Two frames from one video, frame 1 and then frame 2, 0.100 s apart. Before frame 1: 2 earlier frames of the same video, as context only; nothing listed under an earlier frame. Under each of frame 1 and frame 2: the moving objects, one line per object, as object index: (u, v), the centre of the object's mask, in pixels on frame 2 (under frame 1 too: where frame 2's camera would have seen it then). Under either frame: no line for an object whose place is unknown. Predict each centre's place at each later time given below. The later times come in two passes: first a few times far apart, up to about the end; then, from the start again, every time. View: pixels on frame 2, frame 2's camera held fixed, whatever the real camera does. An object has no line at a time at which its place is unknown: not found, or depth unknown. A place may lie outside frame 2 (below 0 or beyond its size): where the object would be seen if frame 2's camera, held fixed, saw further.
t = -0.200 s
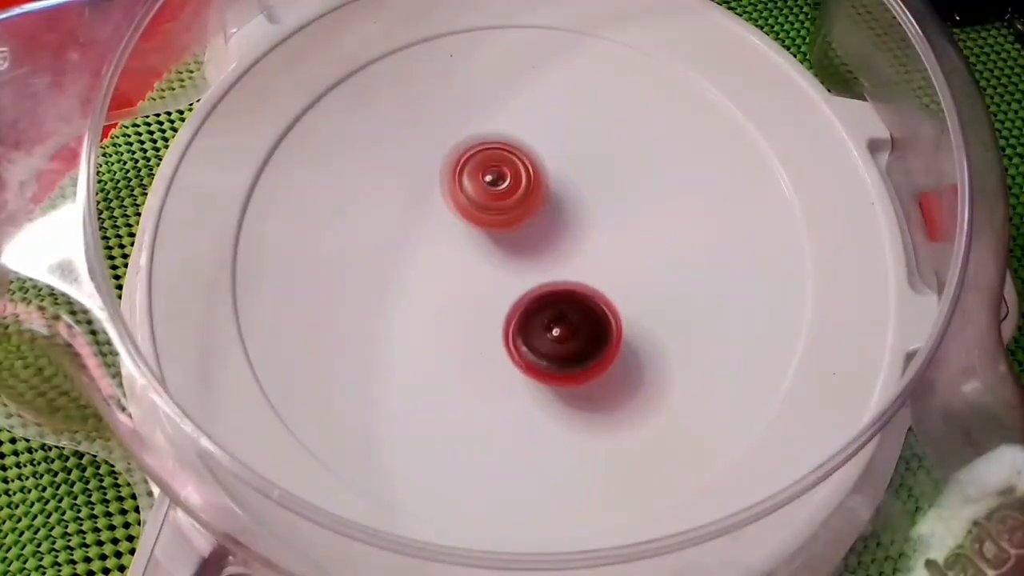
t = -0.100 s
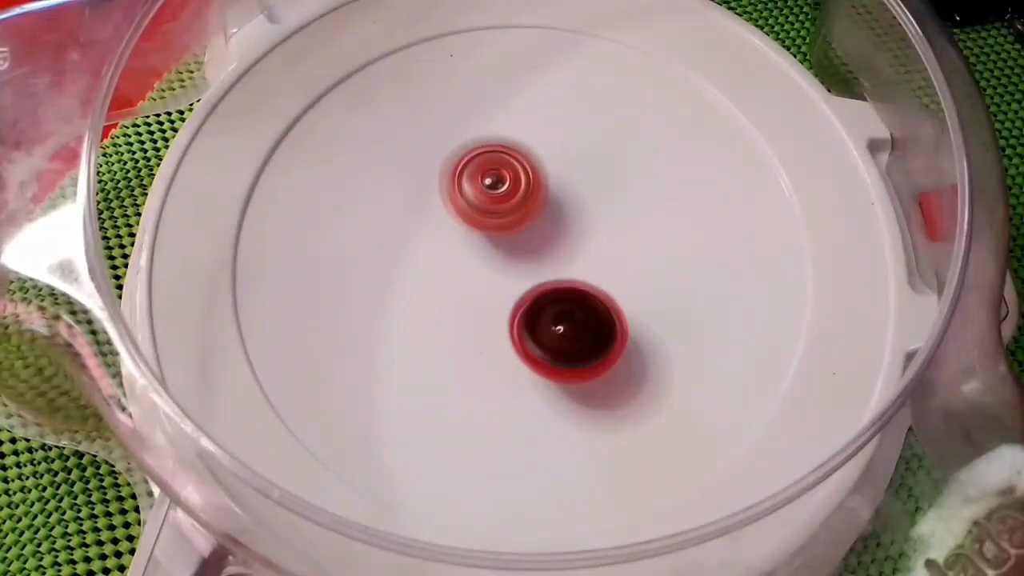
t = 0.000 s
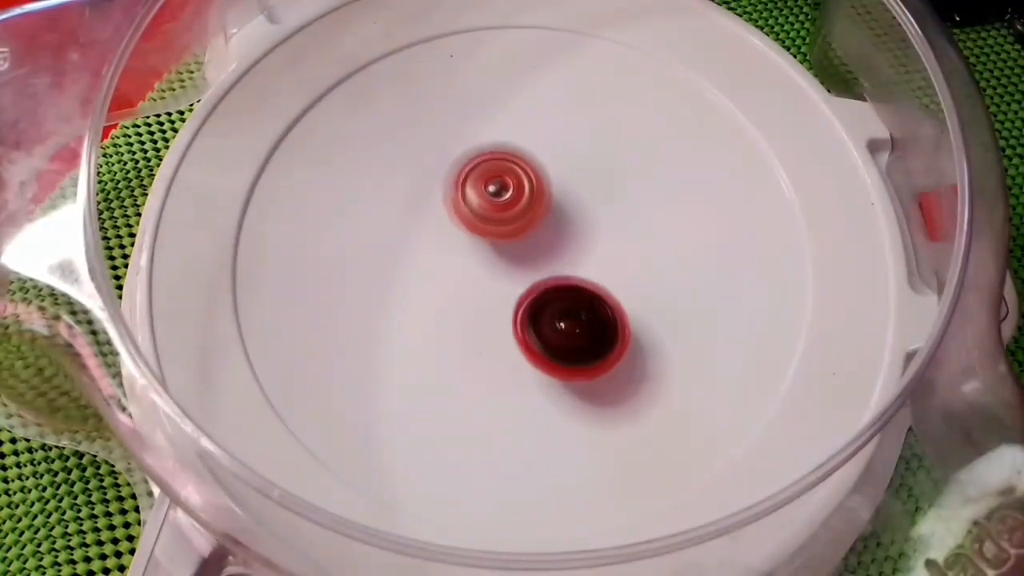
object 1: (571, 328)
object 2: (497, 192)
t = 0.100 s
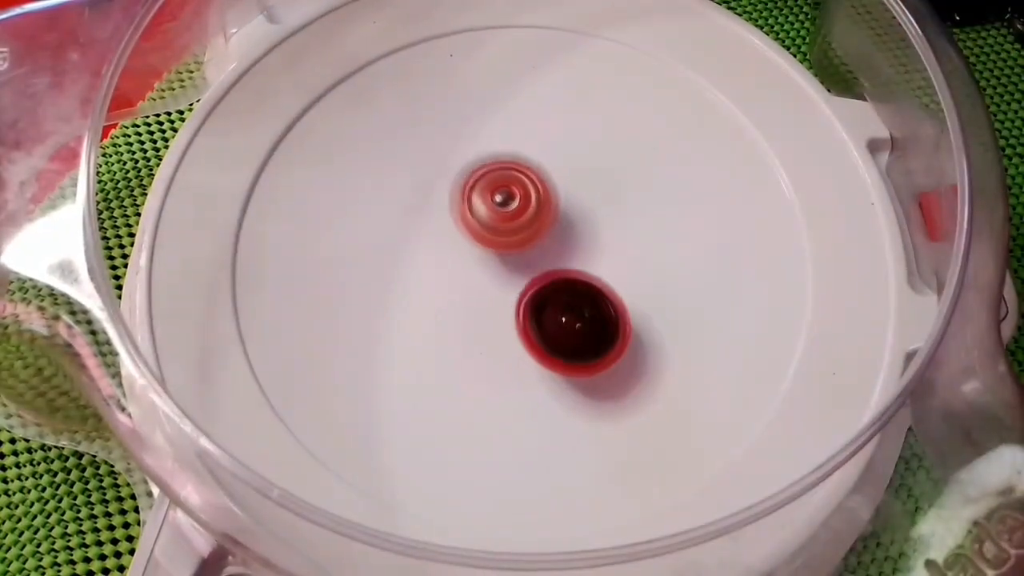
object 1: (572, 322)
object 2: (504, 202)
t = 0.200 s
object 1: (577, 316)
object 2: (513, 212)
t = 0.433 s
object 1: (587, 308)
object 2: (530, 215)
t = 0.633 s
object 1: (594, 323)
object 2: (522, 194)
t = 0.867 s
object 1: (597, 316)
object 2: (504, 188)
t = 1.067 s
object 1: (596, 305)
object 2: (497, 201)
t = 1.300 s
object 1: (602, 288)
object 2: (505, 228)
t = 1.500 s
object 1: (619, 295)
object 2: (499, 226)
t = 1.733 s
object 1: (606, 279)
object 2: (490, 228)
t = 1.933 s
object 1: (600, 272)
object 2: (490, 233)
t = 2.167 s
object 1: (605, 264)
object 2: (481, 233)
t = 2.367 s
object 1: (605, 257)
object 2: (490, 232)
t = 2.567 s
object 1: (617, 266)
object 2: (468, 218)
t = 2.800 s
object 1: (604, 257)
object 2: (468, 214)
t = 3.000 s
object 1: (592, 252)
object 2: (470, 211)
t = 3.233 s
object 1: (599, 266)
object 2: (479, 211)
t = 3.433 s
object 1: (637, 291)
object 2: (460, 194)
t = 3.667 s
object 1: (591, 286)
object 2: (475, 197)
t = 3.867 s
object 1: (568, 285)
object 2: (480, 181)
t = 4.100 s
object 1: (562, 281)
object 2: (497, 184)
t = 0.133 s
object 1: (574, 320)
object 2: (507, 205)
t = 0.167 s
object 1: (575, 318)
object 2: (510, 208)
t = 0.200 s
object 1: (577, 316)
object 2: (513, 212)
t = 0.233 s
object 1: (578, 313)
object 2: (516, 215)
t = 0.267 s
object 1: (580, 311)
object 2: (521, 219)
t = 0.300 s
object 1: (582, 311)
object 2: (524, 220)
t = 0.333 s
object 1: (584, 315)
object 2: (526, 217)
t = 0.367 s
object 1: (583, 313)
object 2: (527, 215)
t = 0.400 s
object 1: (585, 310)
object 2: (529, 214)
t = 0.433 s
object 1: (587, 308)
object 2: (530, 215)
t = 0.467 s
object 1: (589, 307)
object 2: (531, 216)
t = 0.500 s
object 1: (593, 311)
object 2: (532, 216)
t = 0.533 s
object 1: (598, 323)
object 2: (529, 207)
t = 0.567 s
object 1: (596, 327)
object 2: (526, 201)
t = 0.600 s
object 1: (594, 326)
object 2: (524, 196)
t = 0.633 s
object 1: (594, 323)
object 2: (522, 194)
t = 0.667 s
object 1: (596, 321)
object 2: (519, 191)
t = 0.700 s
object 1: (597, 320)
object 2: (516, 189)
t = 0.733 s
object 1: (598, 320)
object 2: (514, 188)
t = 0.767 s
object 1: (598, 319)
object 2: (512, 187)
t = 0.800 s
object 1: (598, 318)
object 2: (509, 187)
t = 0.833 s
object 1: (598, 317)
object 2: (506, 187)
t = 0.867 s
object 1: (597, 316)
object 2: (504, 188)
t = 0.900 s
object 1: (597, 315)
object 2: (502, 189)
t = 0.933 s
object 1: (597, 313)
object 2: (500, 190)
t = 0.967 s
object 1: (596, 311)
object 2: (499, 192)
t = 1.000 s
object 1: (596, 309)
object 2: (498, 195)
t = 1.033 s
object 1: (596, 307)
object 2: (498, 199)
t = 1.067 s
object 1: (596, 305)
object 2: (497, 201)
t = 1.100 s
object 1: (596, 302)
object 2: (497, 205)
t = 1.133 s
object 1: (597, 300)
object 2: (498, 209)
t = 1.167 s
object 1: (598, 298)
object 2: (499, 213)
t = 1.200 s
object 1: (599, 295)
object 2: (500, 217)
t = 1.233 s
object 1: (600, 292)
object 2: (502, 221)
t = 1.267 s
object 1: (601, 291)
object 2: (504, 225)
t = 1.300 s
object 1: (602, 288)
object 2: (505, 228)
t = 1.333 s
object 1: (603, 286)
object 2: (507, 231)
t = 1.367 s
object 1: (608, 291)
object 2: (507, 231)
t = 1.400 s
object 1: (615, 295)
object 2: (504, 227)
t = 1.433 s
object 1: (619, 297)
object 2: (502, 226)
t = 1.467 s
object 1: (620, 296)
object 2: (501, 226)
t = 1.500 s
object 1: (619, 295)
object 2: (499, 226)
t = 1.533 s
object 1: (618, 293)
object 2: (498, 226)
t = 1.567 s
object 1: (616, 290)
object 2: (496, 226)
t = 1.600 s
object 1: (614, 288)
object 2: (495, 227)
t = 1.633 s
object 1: (612, 286)
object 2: (493, 227)
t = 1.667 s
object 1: (610, 283)
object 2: (492, 227)
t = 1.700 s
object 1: (607, 281)
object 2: (491, 228)
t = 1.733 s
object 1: (606, 279)
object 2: (490, 228)
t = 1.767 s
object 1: (606, 277)
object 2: (490, 229)
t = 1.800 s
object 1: (604, 276)
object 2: (489, 230)
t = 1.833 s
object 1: (603, 275)
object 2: (489, 231)
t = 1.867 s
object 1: (602, 274)
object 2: (489, 232)
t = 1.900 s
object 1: (601, 273)
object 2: (490, 233)
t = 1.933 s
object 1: (600, 272)
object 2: (490, 233)
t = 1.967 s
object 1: (604, 271)
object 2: (488, 232)
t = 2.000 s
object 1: (606, 272)
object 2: (486, 232)
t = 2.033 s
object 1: (605, 271)
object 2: (483, 232)
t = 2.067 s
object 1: (604, 268)
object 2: (482, 232)
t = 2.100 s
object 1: (605, 267)
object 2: (481, 232)
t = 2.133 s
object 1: (605, 266)
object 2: (481, 232)
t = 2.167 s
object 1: (605, 264)
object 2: (481, 233)
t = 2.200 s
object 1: (605, 262)
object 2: (481, 233)
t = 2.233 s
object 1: (605, 261)
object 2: (482, 233)
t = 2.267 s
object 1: (605, 260)
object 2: (484, 233)
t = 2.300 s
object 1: (605, 259)
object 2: (486, 233)
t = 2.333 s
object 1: (604, 258)
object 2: (488, 232)
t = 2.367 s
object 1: (605, 257)
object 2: (490, 232)
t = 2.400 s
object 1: (614, 262)
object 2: (483, 227)
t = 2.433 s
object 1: (620, 266)
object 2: (479, 225)
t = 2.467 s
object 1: (622, 268)
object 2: (476, 223)
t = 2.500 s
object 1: (621, 268)
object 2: (473, 221)
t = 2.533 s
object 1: (619, 267)
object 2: (471, 219)
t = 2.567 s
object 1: (617, 266)
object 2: (468, 218)
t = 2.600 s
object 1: (615, 262)
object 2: (466, 217)
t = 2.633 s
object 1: (613, 260)
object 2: (465, 216)
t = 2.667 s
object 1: (611, 258)
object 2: (464, 215)
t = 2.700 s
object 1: (611, 257)
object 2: (464, 215)
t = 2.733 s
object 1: (610, 256)
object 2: (464, 214)
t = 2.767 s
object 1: (608, 256)
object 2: (466, 214)
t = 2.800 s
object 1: (604, 257)
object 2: (468, 214)
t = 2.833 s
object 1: (599, 256)
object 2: (470, 214)
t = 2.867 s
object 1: (593, 254)
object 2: (473, 215)
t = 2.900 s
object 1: (586, 251)
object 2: (475, 215)
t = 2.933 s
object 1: (588, 249)
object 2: (472, 212)
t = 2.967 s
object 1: (591, 251)
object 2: (470, 211)
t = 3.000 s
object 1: (592, 252)
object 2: (470, 211)
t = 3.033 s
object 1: (592, 252)
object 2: (471, 211)
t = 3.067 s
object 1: (592, 252)
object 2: (473, 212)
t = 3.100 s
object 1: (592, 251)
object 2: (475, 213)
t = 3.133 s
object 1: (592, 253)
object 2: (478, 214)
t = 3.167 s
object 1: (591, 254)
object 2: (482, 215)
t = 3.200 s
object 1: (590, 254)
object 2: (484, 215)
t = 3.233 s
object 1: (599, 266)
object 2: (479, 211)
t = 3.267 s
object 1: (616, 274)
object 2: (469, 202)
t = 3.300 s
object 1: (622, 278)
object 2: (465, 198)
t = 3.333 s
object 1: (632, 284)
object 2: (462, 197)
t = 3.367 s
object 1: (637, 286)
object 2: (461, 196)
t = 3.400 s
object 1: (639, 290)
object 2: (460, 195)
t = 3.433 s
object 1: (637, 291)
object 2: (460, 194)
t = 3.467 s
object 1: (634, 292)
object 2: (460, 193)
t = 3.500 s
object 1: (630, 291)
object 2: (461, 193)
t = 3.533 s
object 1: (625, 290)
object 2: (462, 193)
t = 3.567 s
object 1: (618, 288)
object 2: (464, 193)
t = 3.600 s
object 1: (611, 289)
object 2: (467, 194)
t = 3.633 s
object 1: (601, 288)
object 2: (471, 196)
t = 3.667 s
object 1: (591, 286)
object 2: (475, 197)
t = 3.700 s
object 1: (576, 281)
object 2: (480, 199)
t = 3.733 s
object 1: (565, 278)
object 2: (484, 200)
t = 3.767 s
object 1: (562, 280)
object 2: (482, 191)
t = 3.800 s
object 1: (562, 283)
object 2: (480, 185)
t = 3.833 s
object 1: (565, 285)
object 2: (480, 183)
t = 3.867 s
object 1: (568, 285)
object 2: (480, 181)
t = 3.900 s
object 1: (570, 285)
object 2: (481, 180)
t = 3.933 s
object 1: (570, 283)
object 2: (482, 180)
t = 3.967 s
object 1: (572, 283)
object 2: (484, 179)
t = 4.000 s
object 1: (570, 283)
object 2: (487, 180)
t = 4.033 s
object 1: (569, 281)
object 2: (490, 180)
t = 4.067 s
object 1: (567, 282)
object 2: (493, 182)
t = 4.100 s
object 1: (562, 281)
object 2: (497, 184)
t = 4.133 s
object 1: (560, 279)
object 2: (501, 187)
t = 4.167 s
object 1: (556, 281)
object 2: (505, 187)
